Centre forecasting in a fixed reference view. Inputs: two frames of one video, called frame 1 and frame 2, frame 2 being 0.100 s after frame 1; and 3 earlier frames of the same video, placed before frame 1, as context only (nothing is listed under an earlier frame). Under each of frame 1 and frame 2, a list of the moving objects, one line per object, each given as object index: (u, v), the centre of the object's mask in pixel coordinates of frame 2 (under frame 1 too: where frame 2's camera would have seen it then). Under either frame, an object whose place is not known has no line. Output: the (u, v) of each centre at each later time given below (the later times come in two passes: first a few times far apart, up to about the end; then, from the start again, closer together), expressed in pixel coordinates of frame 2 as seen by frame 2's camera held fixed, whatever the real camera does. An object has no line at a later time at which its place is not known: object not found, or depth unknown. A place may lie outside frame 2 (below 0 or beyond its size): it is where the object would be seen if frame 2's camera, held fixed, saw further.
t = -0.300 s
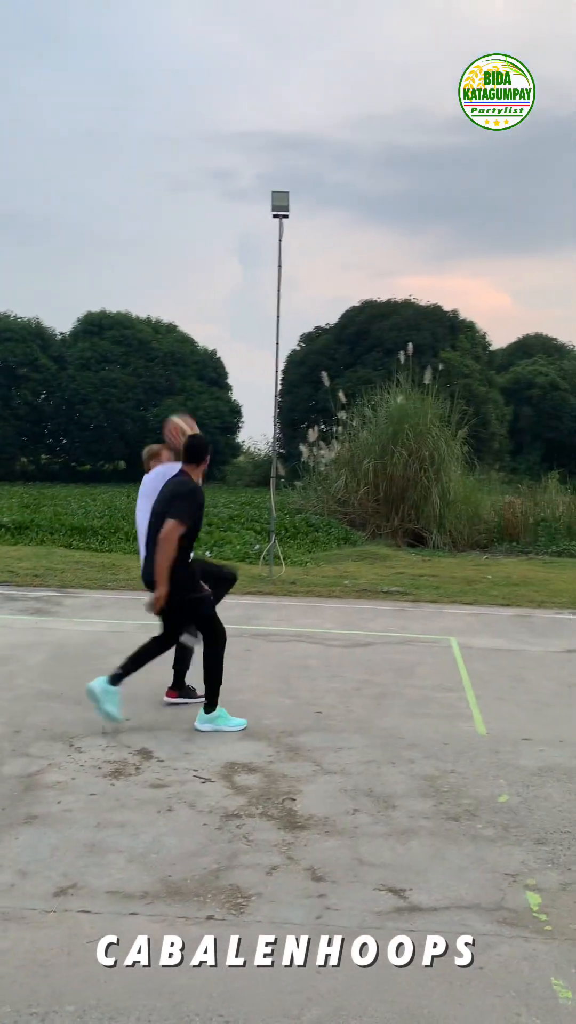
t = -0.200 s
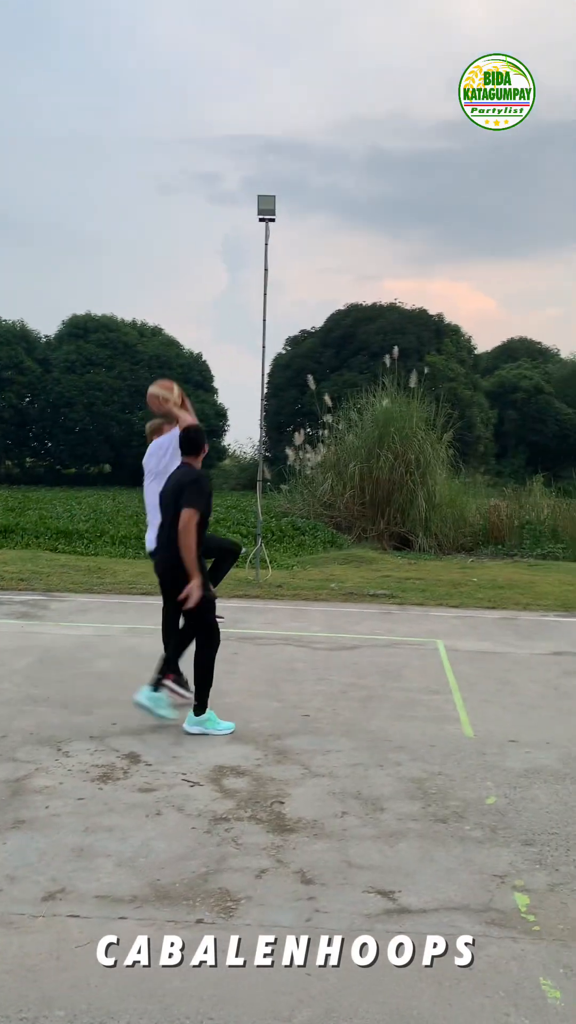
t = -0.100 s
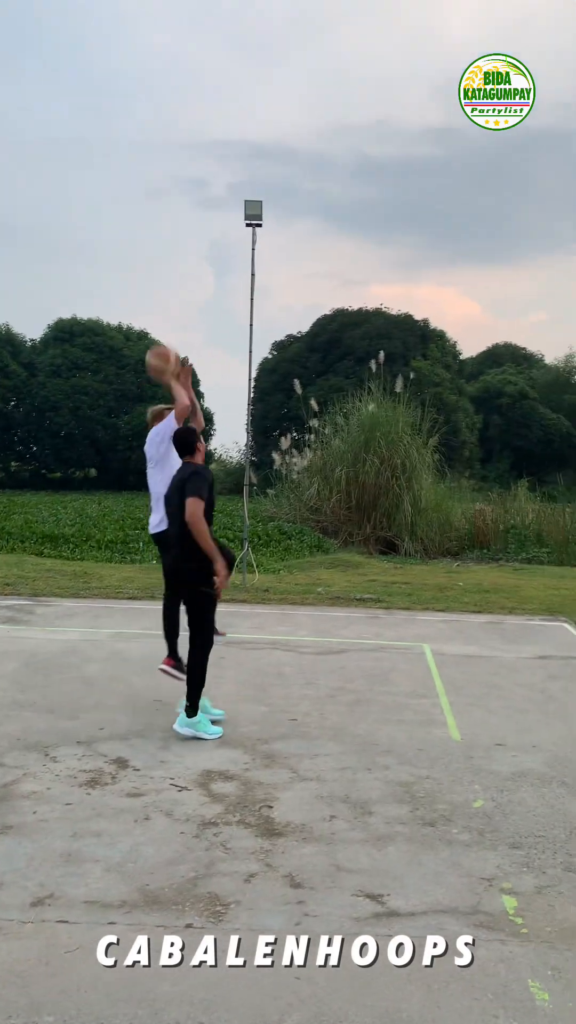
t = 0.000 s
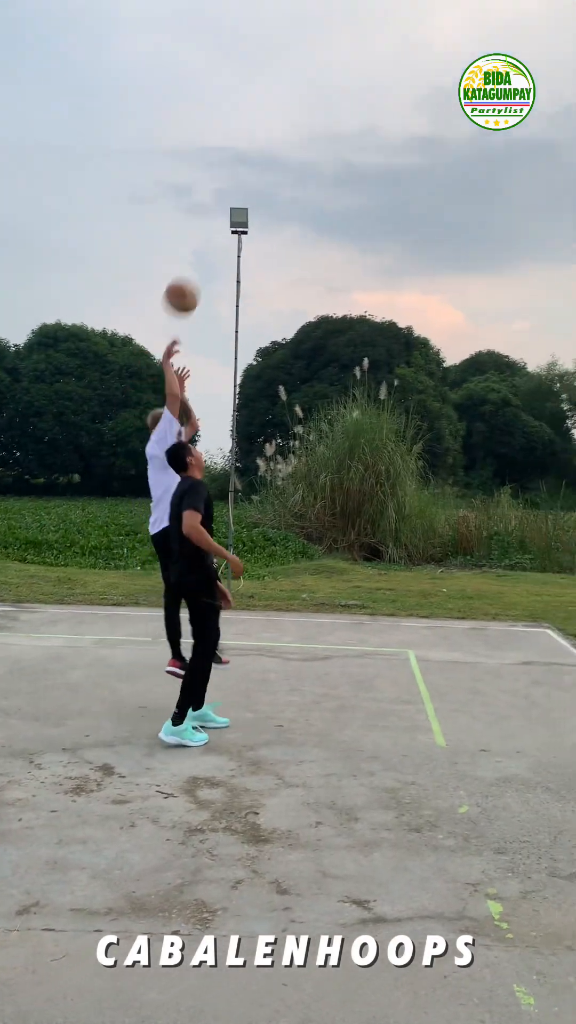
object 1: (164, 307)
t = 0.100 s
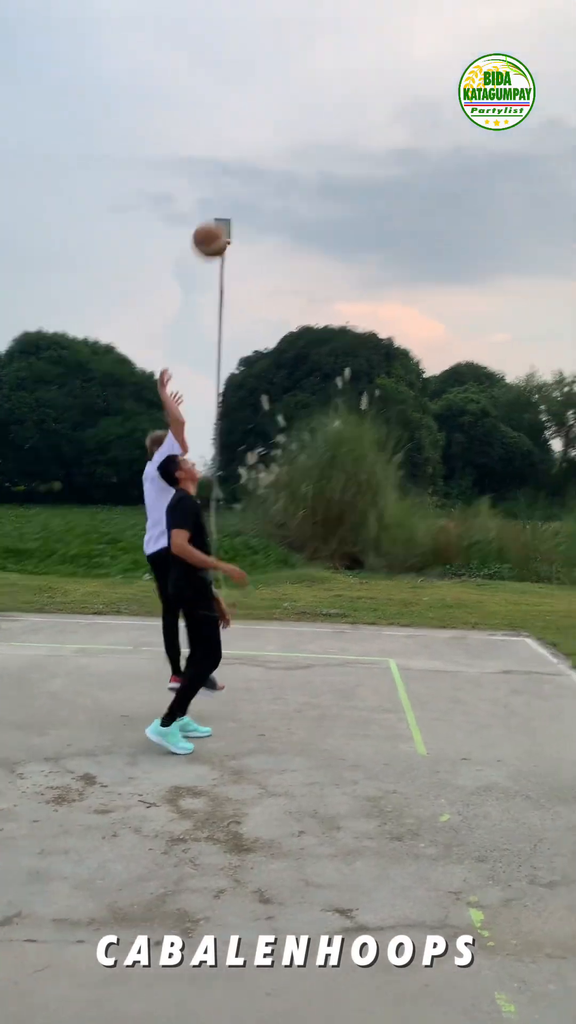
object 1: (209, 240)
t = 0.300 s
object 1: (307, 147)
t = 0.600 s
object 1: (460, 121)
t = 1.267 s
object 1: (771, 622)
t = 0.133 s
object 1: (225, 222)
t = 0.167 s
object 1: (241, 204)
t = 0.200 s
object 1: (258, 187)
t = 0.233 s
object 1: (274, 172)
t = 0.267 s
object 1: (290, 159)
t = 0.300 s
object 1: (307, 147)
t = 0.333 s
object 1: (323, 138)
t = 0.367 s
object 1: (340, 129)
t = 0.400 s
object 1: (356, 123)
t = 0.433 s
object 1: (373, 117)
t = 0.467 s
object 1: (390, 114)
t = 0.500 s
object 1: (407, 113)
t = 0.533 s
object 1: (425, 113)
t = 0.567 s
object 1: (443, 116)
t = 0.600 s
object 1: (460, 121)
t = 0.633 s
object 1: (478, 126)
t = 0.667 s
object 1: (495, 134)
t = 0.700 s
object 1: (513, 145)
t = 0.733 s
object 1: (531, 158)
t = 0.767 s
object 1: (548, 172)
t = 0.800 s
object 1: (566, 188)
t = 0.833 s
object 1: (584, 206)
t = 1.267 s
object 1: (771, 622)
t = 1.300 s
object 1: (750, 651)
